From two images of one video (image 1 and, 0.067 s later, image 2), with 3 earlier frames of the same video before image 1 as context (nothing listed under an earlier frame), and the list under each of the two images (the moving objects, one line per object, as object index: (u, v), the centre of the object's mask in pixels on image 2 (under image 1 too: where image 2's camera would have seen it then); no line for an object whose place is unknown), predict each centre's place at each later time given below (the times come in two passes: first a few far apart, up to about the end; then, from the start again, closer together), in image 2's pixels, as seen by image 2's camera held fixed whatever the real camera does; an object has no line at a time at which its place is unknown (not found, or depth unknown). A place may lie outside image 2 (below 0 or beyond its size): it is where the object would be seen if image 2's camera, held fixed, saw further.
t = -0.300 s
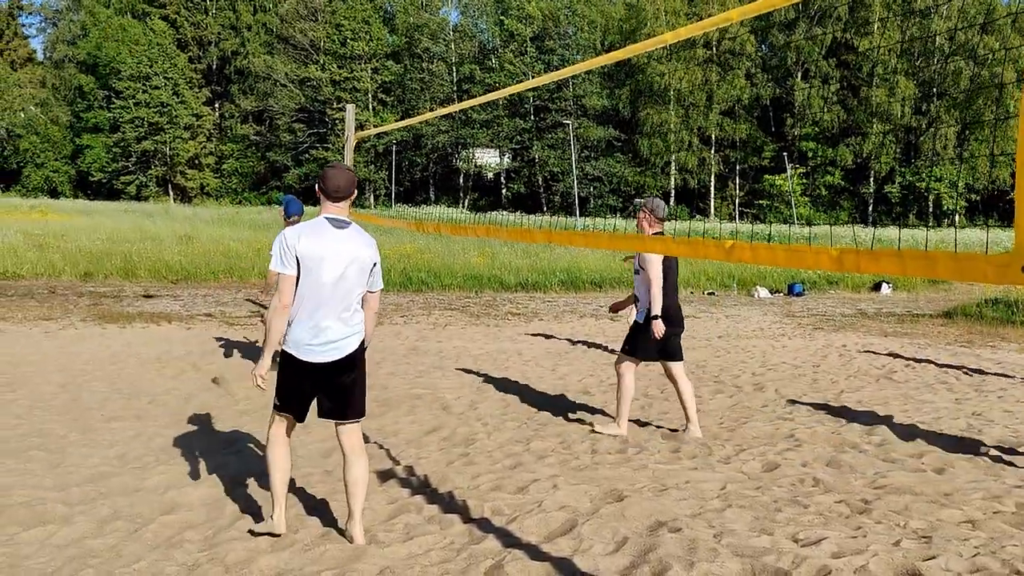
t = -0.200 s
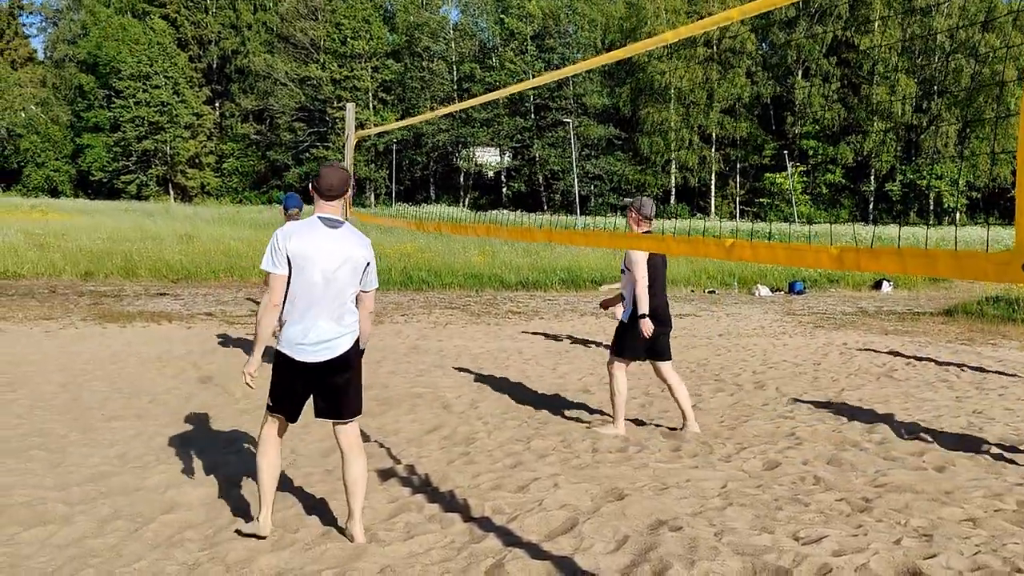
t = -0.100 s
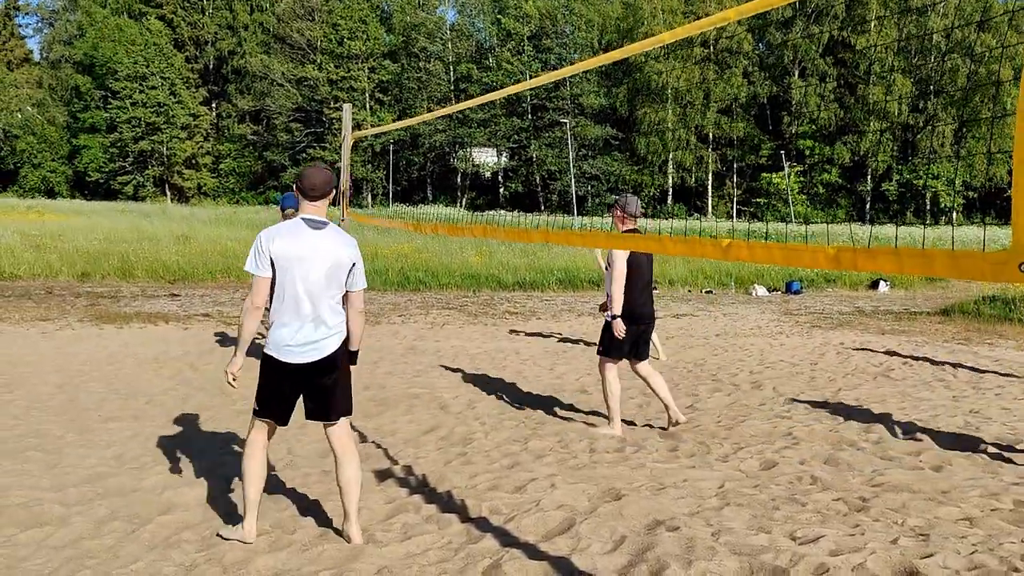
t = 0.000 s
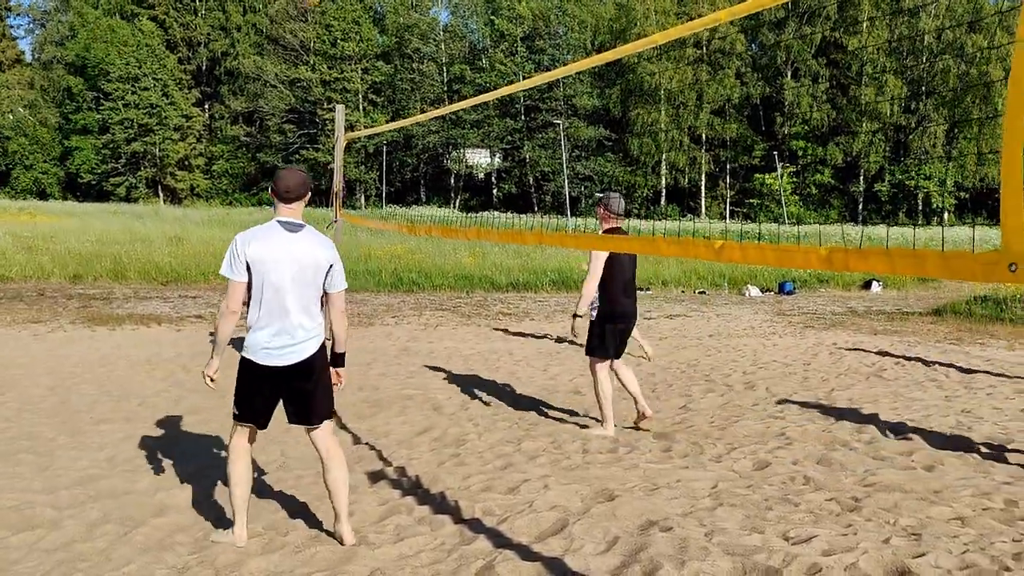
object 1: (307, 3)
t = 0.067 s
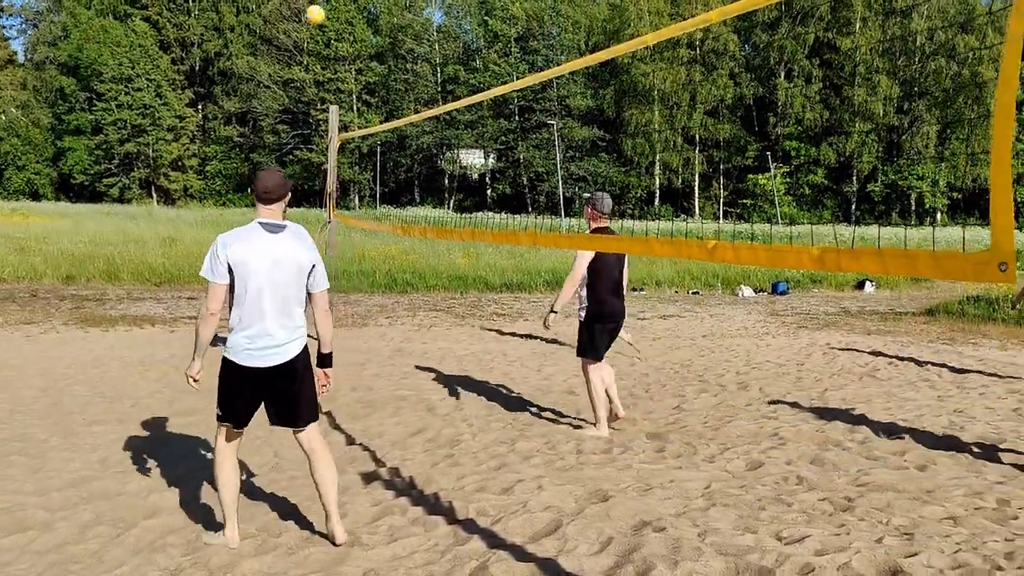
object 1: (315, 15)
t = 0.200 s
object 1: (332, 63)
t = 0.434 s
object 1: (356, 171)
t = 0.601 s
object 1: (368, 260)
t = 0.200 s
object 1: (332, 63)
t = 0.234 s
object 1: (335, 77)
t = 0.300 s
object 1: (343, 107)
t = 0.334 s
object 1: (345, 122)
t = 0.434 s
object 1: (356, 171)
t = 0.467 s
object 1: (359, 188)
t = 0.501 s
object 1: (363, 205)
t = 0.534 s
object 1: (363, 219)
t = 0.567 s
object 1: (365, 241)
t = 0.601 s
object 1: (368, 260)
